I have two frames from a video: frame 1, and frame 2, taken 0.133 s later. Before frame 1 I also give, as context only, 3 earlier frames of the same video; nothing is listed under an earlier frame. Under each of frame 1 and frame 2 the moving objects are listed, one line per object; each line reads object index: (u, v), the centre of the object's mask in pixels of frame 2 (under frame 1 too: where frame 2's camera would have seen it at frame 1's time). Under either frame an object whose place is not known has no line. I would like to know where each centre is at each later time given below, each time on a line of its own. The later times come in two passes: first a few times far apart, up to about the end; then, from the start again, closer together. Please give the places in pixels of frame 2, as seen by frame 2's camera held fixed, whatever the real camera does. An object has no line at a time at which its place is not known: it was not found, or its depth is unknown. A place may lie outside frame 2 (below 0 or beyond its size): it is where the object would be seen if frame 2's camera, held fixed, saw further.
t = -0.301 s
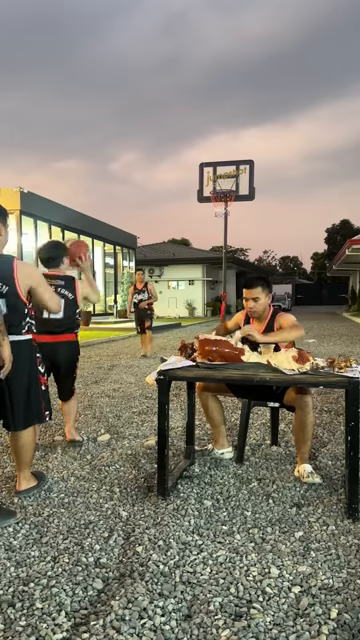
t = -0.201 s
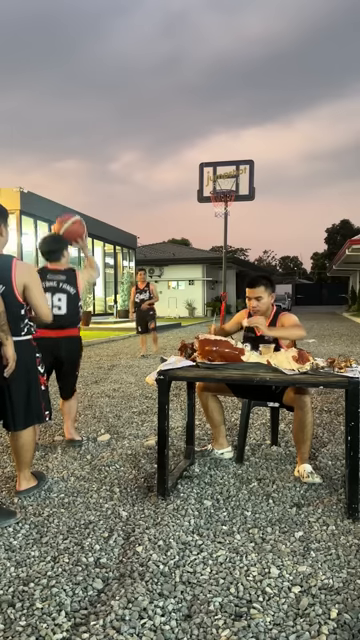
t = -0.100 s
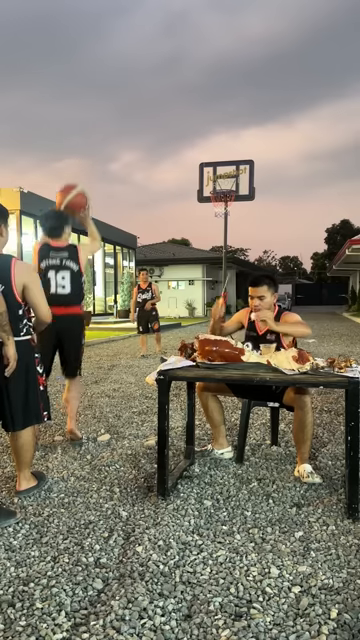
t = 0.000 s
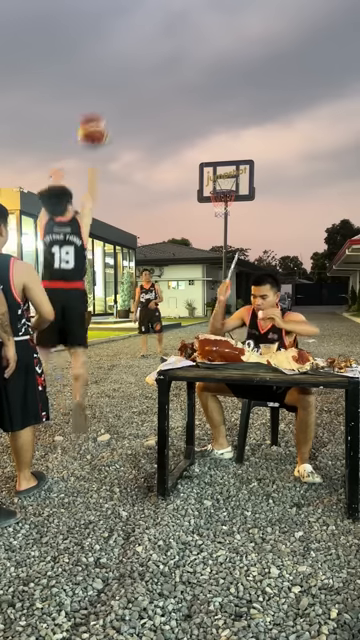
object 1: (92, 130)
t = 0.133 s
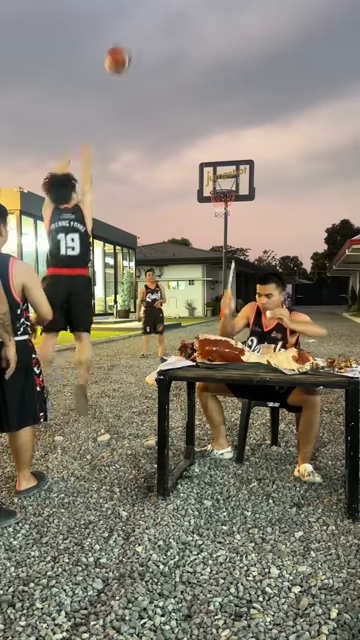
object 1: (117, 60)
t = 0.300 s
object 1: (143, 14)
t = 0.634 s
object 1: (176, 13)
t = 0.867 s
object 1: (192, 55)
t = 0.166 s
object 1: (122, 47)
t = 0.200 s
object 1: (128, 37)
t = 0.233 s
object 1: (133, 28)
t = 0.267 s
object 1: (138, 20)
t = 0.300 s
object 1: (143, 14)
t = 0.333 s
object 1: (147, 10)
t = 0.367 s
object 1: (150, 8)
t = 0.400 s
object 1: (155, 7)
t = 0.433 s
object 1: (158, 6)
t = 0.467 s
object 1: (161, 6)
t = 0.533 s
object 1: (168, 7)
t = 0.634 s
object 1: (176, 13)
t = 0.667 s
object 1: (178, 18)
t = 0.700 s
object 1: (181, 22)
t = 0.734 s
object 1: (183, 28)
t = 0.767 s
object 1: (185, 33)
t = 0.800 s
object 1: (188, 40)
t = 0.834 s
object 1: (190, 47)
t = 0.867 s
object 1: (192, 55)
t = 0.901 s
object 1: (194, 63)
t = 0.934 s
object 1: (195, 71)
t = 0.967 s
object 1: (198, 80)
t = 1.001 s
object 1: (199, 89)
